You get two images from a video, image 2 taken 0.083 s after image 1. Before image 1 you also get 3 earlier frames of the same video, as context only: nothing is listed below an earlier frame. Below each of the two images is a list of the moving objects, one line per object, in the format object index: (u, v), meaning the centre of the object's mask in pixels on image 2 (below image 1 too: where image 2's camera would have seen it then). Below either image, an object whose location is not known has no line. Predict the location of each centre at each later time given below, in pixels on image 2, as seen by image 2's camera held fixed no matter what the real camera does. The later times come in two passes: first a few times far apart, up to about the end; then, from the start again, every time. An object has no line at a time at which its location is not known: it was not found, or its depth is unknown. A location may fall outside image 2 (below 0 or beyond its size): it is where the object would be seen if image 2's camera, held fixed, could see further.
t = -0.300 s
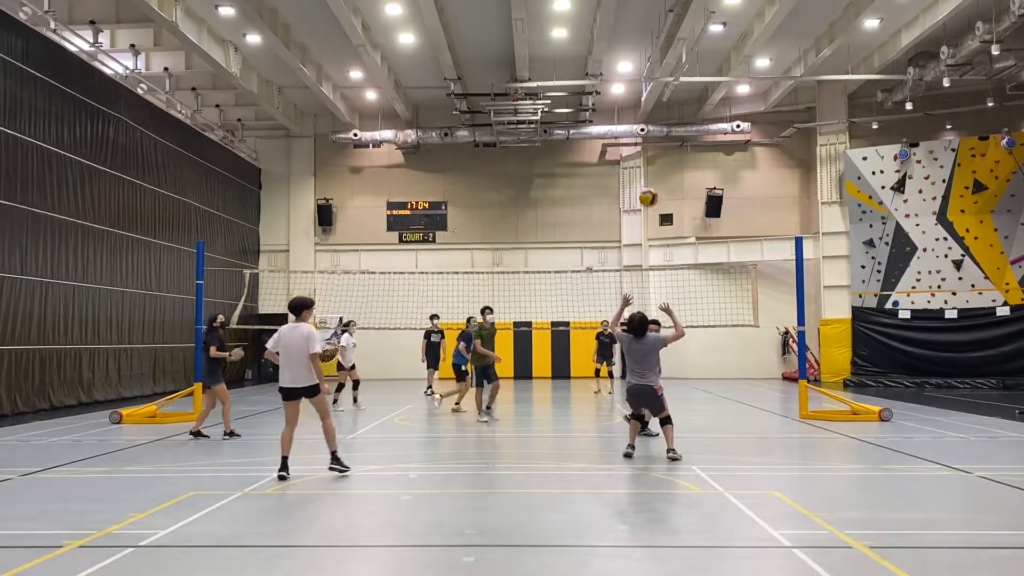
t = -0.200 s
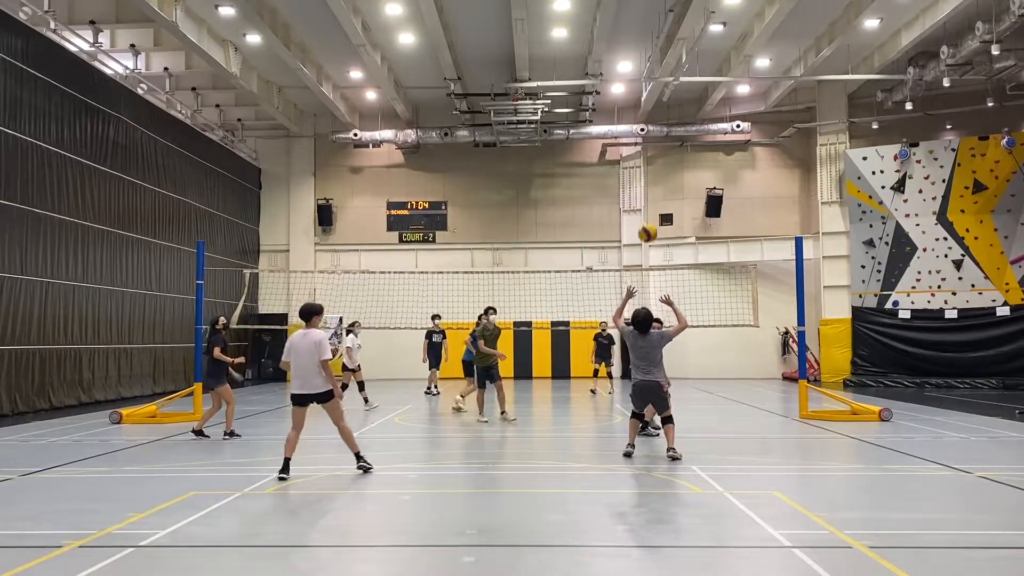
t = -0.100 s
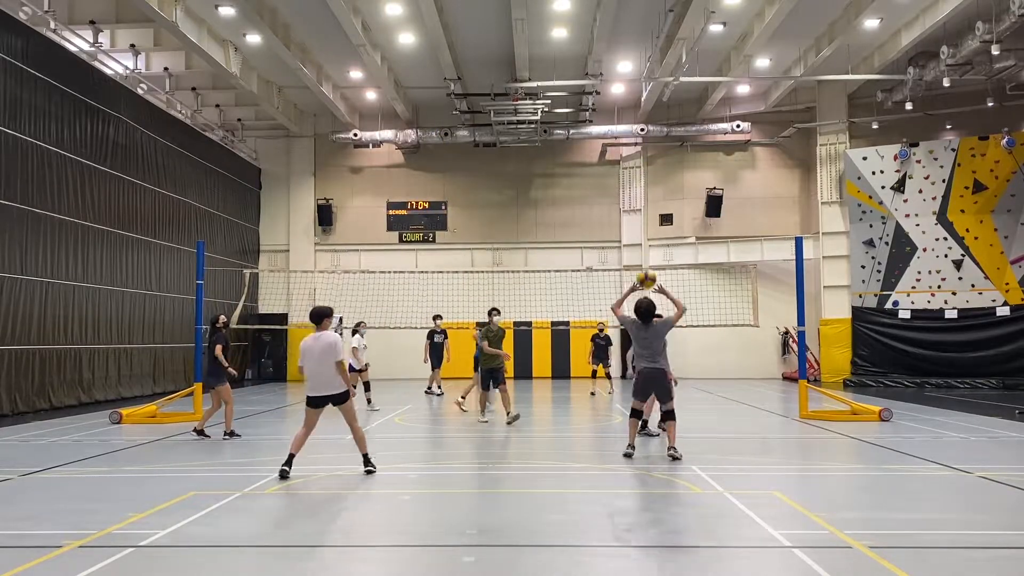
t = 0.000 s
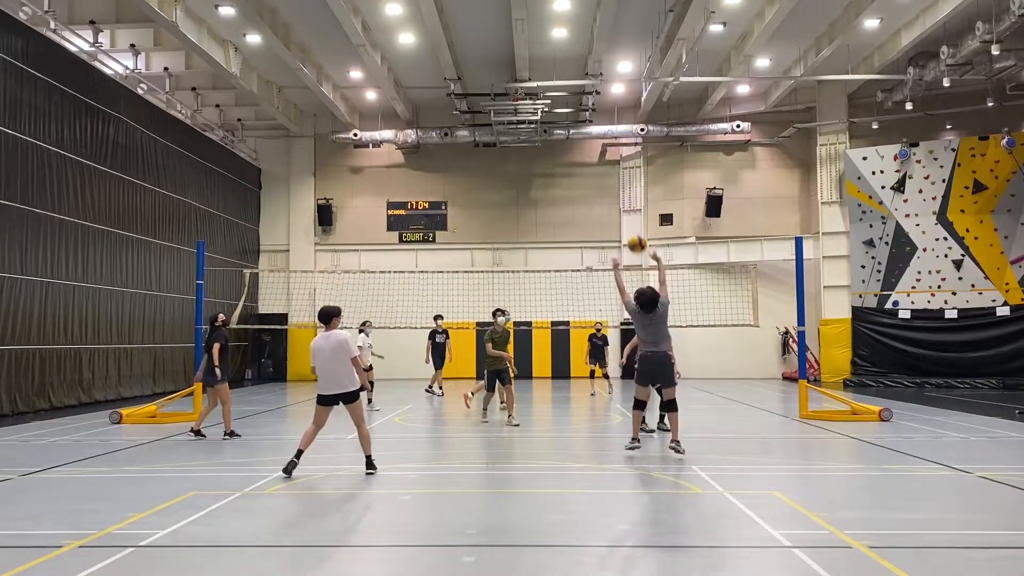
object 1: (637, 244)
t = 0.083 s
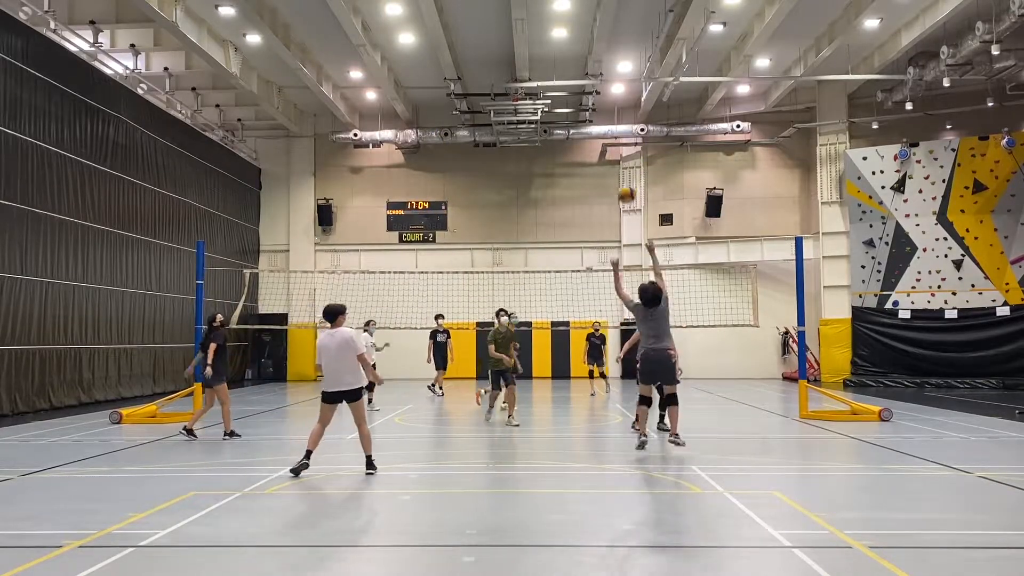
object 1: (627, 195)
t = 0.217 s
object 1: (612, 133)
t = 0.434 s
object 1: (591, 76)
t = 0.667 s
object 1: (570, 61)
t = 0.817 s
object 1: (558, 72)
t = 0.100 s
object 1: (624, 185)
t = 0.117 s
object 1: (622, 177)
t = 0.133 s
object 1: (620, 168)
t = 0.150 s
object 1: (619, 161)
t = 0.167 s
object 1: (616, 152)
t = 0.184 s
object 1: (614, 146)
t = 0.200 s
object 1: (613, 139)
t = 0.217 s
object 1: (612, 133)
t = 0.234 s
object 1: (610, 126)
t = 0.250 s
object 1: (608, 120)
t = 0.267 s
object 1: (607, 114)
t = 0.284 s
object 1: (605, 109)
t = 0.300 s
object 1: (604, 104)
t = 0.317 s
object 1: (602, 101)
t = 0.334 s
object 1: (600, 96)
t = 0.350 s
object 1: (598, 92)
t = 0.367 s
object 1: (598, 88)
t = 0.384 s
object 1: (596, 85)
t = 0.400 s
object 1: (594, 81)
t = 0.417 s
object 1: (593, 79)
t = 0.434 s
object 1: (591, 76)
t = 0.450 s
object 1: (589, 73)
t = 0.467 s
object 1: (588, 71)
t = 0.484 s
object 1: (587, 69)
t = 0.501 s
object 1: (585, 67)
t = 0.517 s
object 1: (584, 66)
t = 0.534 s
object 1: (582, 64)
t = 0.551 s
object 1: (580, 63)
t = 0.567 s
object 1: (580, 62)
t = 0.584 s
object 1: (578, 62)
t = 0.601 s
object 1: (576, 62)
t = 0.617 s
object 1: (573, 61)
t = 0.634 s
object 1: (573, 61)
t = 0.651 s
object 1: (572, 61)
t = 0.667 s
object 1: (570, 61)
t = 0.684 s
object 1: (569, 62)
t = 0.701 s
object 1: (568, 63)
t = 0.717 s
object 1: (566, 64)
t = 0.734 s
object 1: (565, 64)
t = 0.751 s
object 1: (564, 66)
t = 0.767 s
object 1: (562, 67)
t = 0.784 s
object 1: (561, 69)
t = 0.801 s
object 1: (559, 70)
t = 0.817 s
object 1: (558, 72)
